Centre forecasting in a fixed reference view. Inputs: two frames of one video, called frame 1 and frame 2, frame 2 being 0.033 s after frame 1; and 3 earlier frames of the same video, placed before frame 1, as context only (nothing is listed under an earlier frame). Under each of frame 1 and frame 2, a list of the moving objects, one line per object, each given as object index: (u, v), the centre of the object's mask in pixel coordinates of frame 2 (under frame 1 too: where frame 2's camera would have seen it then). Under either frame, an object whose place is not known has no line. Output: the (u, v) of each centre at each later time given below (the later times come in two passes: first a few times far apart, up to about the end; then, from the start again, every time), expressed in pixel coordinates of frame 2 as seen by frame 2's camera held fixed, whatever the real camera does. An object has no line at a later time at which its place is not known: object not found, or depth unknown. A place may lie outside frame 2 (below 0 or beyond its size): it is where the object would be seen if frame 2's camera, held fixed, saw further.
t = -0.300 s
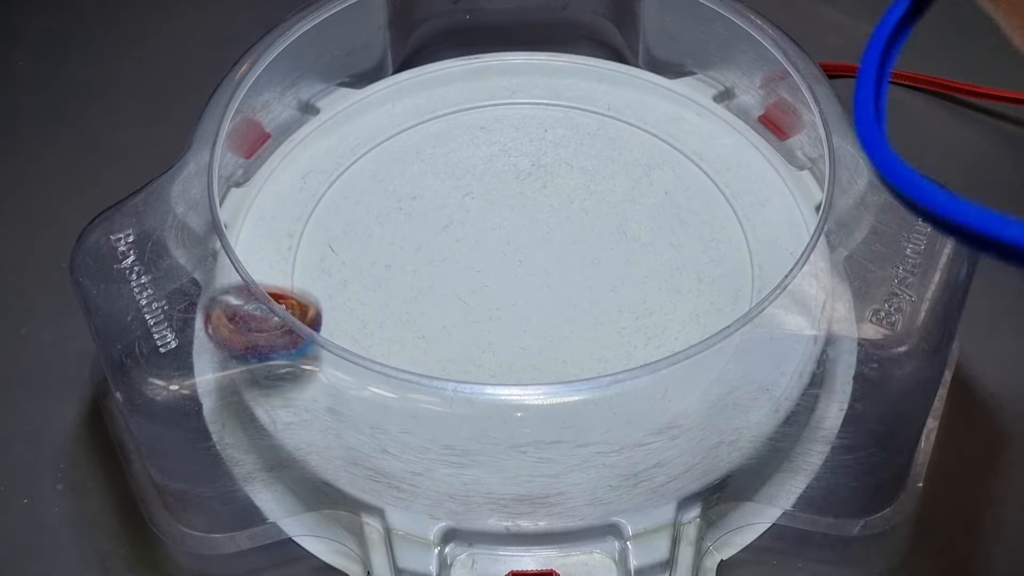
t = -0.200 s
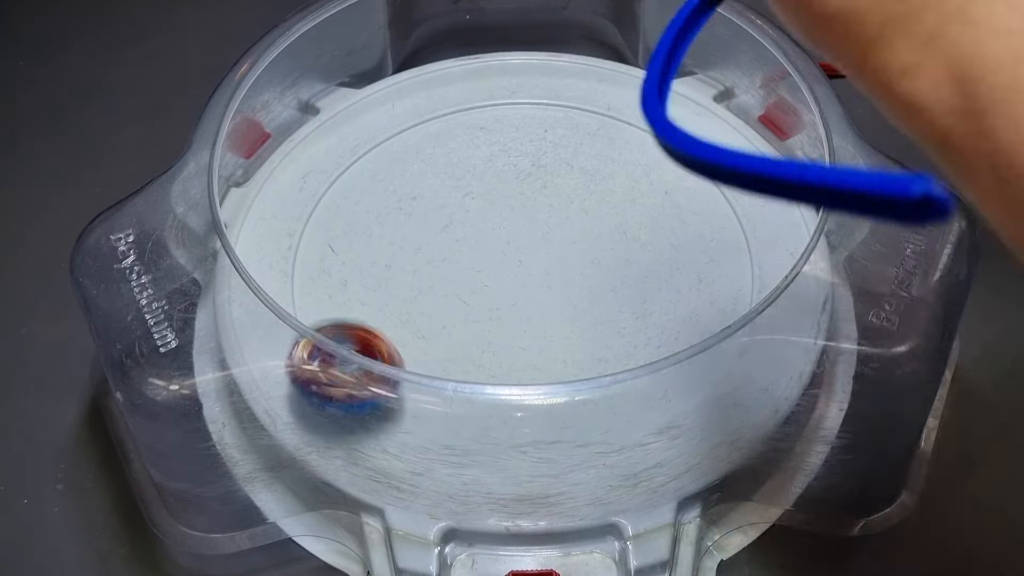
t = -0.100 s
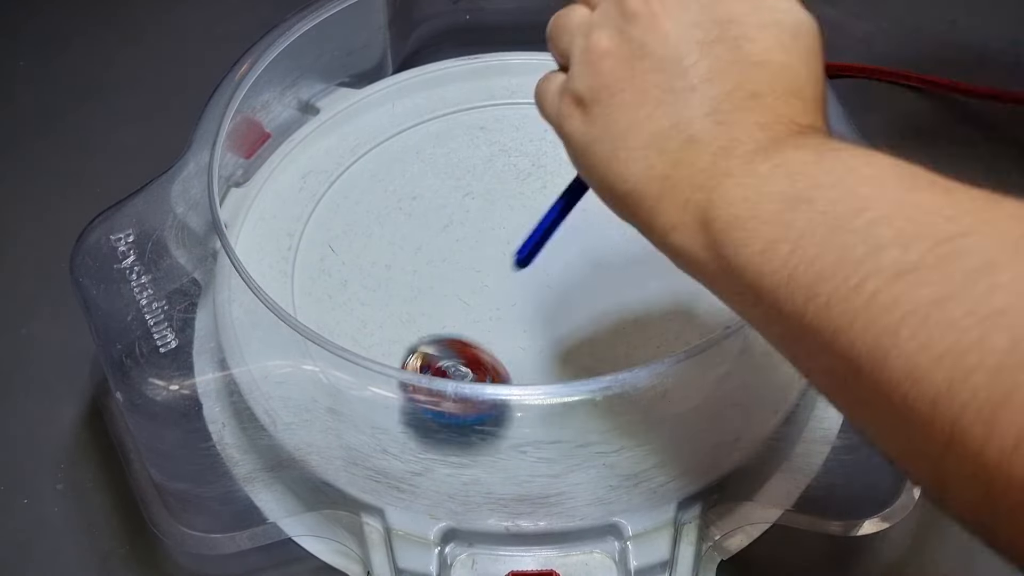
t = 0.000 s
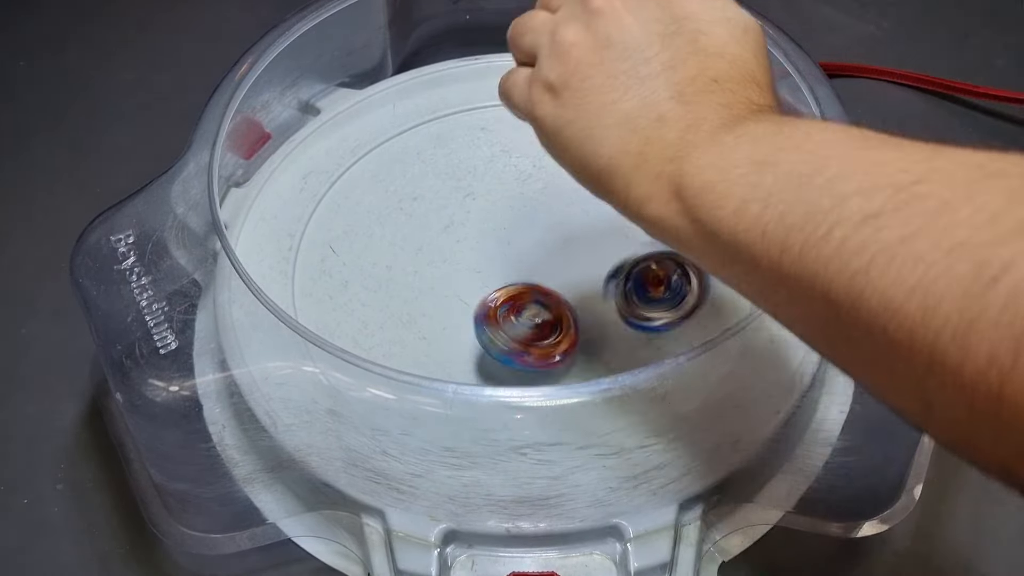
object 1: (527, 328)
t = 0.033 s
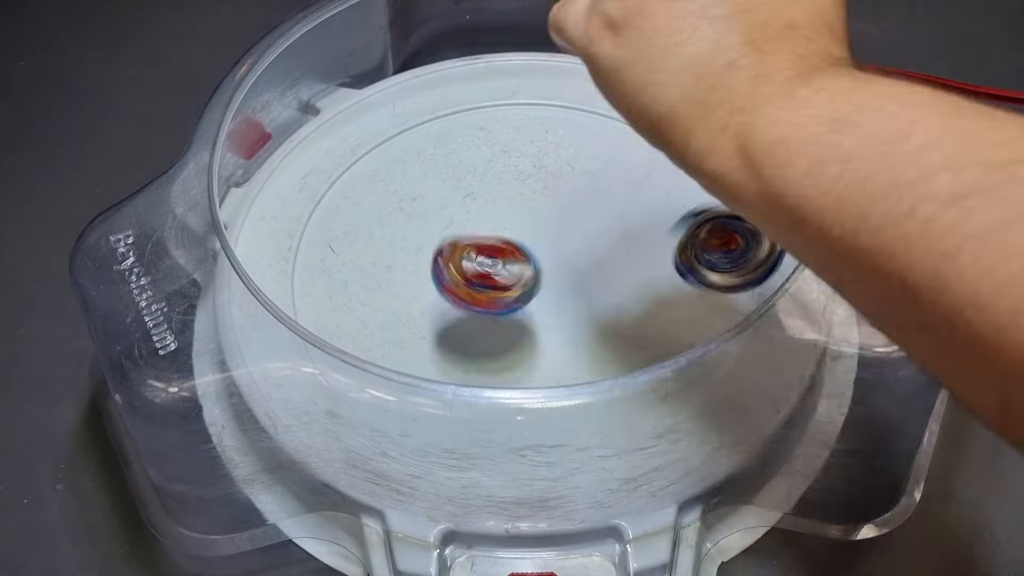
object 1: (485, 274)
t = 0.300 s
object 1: (297, 156)
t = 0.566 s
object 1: (415, 242)
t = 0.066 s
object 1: (446, 234)
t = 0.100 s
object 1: (412, 207)
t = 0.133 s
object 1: (378, 198)
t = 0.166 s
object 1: (352, 192)
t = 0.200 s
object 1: (329, 167)
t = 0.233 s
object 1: (306, 158)
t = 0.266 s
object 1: (291, 151)
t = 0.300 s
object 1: (297, 156)
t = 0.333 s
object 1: (304, 165)
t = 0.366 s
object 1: (311, 174)
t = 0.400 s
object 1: (320, 182)
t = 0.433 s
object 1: (337, 195)
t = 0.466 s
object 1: (354, 204)
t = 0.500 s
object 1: (372, 220)
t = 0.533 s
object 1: (394, 229)
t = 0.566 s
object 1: (415, 242)
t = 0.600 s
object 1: (444, 248)
